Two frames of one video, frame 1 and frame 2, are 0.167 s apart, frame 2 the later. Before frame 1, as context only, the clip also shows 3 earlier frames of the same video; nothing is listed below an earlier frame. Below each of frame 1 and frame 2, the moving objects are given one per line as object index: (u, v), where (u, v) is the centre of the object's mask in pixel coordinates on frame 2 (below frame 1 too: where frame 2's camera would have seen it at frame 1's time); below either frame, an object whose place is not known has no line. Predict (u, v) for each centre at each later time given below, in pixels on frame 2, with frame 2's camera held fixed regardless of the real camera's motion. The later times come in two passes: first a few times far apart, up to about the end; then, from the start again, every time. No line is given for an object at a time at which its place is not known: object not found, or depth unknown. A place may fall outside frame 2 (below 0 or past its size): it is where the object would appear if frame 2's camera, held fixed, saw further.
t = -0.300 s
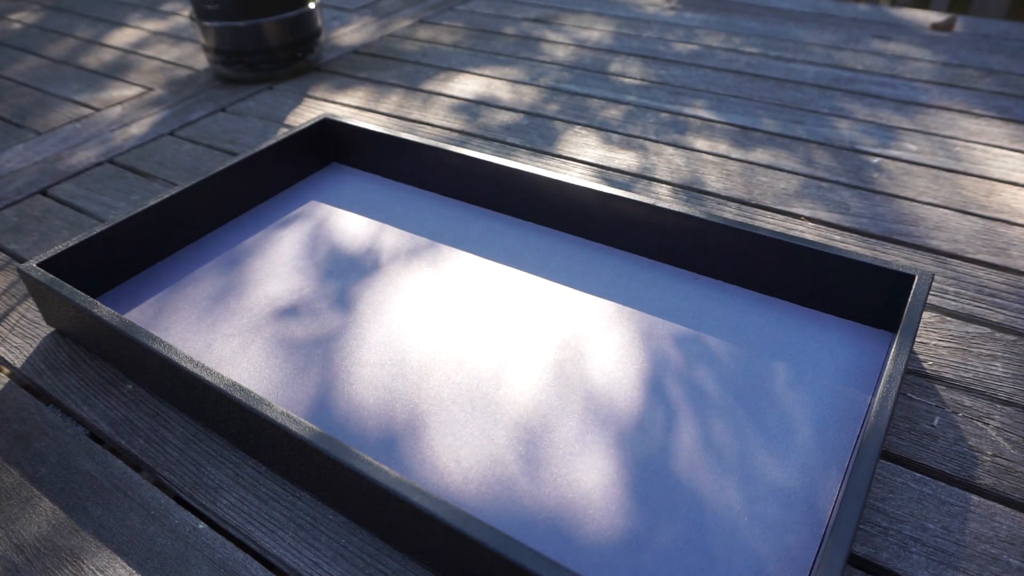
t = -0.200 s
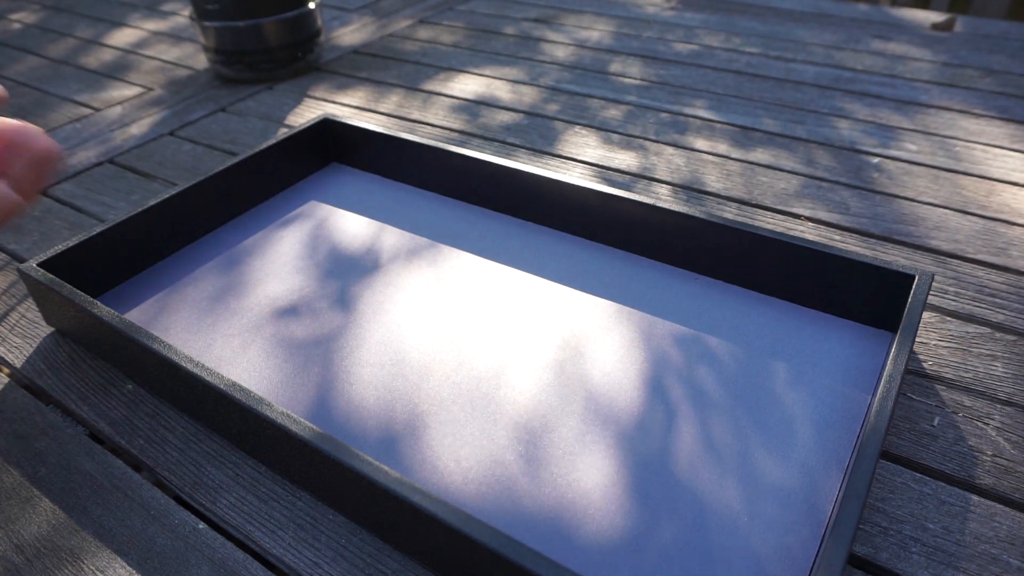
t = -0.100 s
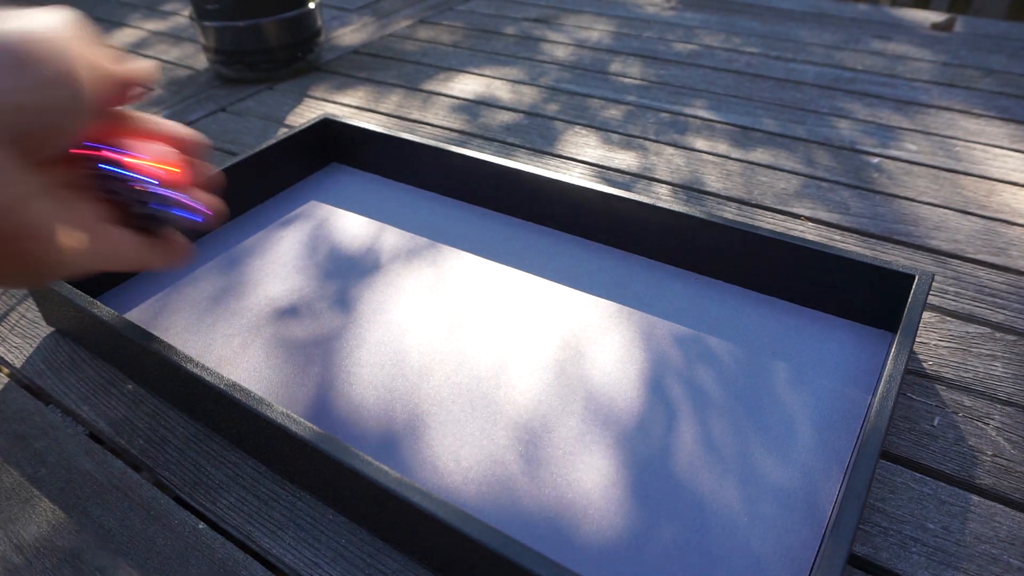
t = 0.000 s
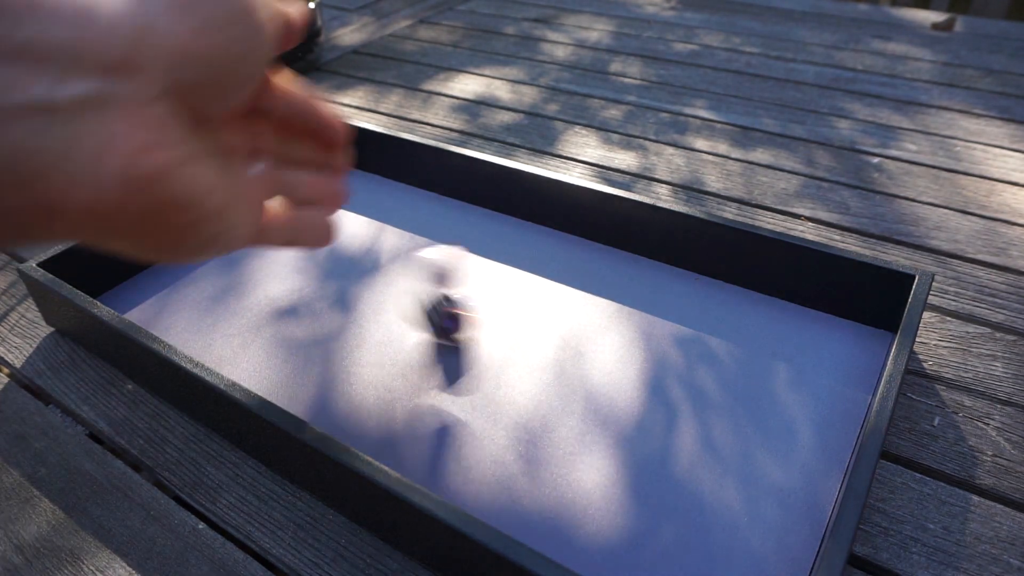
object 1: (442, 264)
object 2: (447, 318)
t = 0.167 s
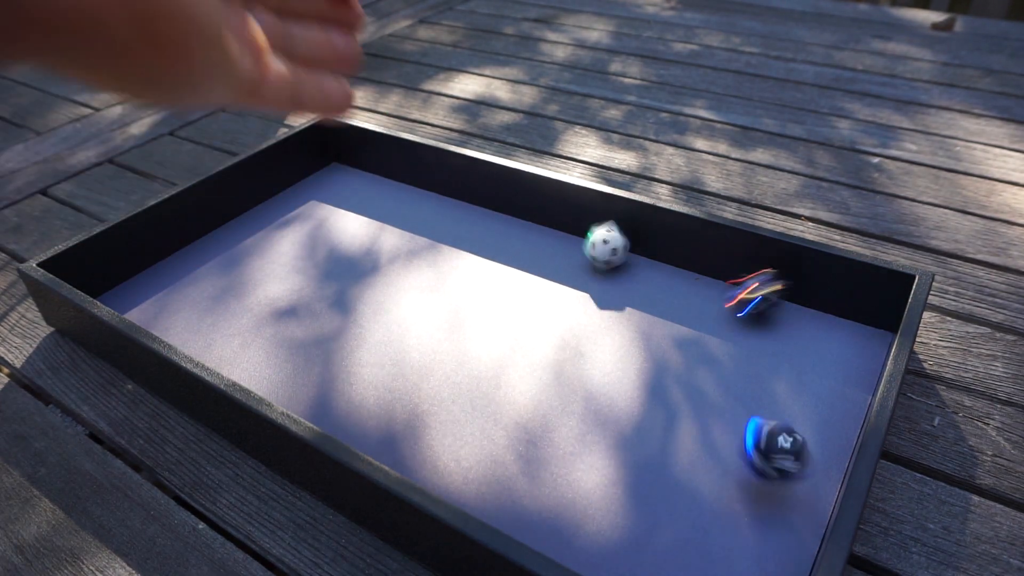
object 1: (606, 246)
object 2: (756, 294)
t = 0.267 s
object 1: (611, 259)
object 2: (853, 325)
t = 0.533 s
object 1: (590, 269)
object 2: (755, 288)
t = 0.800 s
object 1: (591, 269)
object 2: (756, 289)
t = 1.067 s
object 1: (591, 267)
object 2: (757, 288)
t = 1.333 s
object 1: (591, 267)
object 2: (756, 289)
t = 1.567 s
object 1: (590, 267)
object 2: (757, 289)
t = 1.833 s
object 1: (591, 268)
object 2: (757, 289)
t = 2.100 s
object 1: (591, 267)
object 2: (757, 289)
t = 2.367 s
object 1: (590, 267)
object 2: (756, 289)
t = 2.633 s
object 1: (590, 268)
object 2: (756, 289)
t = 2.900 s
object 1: (590, 267)
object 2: (757, 289)
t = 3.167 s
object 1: (590, 267)
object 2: (757, 289)
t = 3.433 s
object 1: (590, 267)
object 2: (757, 289)
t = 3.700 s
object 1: (590, 267)
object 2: (757, 289)
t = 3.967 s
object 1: (590, 267)
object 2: (757, 289)
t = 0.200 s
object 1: (611, 250)
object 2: (808, 284)
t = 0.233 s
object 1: (612, 254)
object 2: (847, 303)
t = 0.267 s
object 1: (611, 259)
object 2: (853, 325)
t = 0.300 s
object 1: (606, 265)
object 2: (830, 317)
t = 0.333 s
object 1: (601, 268)
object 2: (808, 308)
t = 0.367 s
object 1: (596, 270)
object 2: (792, 300)
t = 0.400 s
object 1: (594, 272)
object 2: (781, 293)
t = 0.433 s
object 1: (591, 273)
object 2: (770, 292)
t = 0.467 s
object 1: (590, 271)
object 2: (761, 290)
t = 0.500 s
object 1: (589, 269)
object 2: (756, 288)
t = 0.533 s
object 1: (590, 269)
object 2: (755, 288)
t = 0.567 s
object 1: (592, 269)
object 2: (757, 289)
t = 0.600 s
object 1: (591, 269)
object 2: (758, 288)
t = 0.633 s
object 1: (591, 269)
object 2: (758, 288)
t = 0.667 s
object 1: (591, 269)
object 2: (756, 289)
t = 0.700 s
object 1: (591, 269)
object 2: (756, 289)
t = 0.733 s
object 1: (591, 269)
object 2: (757, 288)
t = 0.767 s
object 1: (591, 269)
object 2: (757, 288)
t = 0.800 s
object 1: (591, 269)
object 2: (756, 289)
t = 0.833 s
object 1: (589, 268)
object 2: (757, 288)
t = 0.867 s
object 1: (590, 267)
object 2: (757, 288)
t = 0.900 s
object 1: (591, 267)
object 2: (757, 288)
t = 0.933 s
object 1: (591, 267)
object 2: (757, 288)
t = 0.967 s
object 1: (590, 267)
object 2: (757, 288)
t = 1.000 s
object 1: (591, 267)
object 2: (757, 288)
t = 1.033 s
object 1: (590, 267)
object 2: (757, 288)
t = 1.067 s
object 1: (591, 267)
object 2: (757, 288)
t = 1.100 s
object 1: (590, 267)
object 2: (757, 288)
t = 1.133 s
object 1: (590, 267)
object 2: (757, 289)
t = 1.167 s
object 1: (591, 267)
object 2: (757, 289)
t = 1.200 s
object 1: (590, 267)
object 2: (756, 289)
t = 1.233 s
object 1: (591, 267)
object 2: (756, 289)
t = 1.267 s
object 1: (590, 267)
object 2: (757, 289)
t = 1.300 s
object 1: (590, 267)
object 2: (757, 289)
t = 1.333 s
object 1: (591, 267)
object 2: (756, 289)
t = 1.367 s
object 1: (591, 267)
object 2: (757, 289)
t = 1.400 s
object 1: (590, 267)
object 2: (757, 289)
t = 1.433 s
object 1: (590, 267)
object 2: (757, 289)
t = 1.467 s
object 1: (590, 268)
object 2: (757, 289)
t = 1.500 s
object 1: (590, 267)
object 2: (757, 289)
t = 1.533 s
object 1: (590, 267)
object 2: (757, 289)
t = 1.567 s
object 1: (590, 267)
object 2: (757, 289)
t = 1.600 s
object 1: (590, 267)
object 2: (757, 289)
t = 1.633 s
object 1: (590, 267)
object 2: (757, 289)
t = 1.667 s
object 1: (590, 267)
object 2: (757, 289)
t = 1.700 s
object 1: (590, 267)
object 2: (758, 288)
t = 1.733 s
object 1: (590, 267)
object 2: (757, 289)
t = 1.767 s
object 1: (590, 267)
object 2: (757, 289)
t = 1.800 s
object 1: (590, 268)
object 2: (757, 289)
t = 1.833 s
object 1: (591, 268)
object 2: (757, 289)
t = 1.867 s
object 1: (590, 267)
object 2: (757, 289)
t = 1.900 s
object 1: (591, 268)
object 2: (757, 289)
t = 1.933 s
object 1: (591, 267)
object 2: (757, 289)
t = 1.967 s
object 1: (591, 268)
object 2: (757, 289)
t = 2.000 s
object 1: (591, 268)
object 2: (758, 288)
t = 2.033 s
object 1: (591, 267)
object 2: (757, 289)
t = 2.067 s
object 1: (591, 267)
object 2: (757, 289)
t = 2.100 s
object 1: (591, 267)
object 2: (757, 289)
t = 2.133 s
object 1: (591, 267)
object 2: (757, 289)
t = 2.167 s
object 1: (591, 267)
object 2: (757, 288)
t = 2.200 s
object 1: (590, 267)
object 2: (757, 289)
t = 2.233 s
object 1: (590, 267)
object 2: (757, 289)
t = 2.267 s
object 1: (590, 267)
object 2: (757, 288)
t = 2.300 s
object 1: (590, 267)
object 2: (757, 289)
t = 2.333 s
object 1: (590, 267)
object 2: (756, 289)
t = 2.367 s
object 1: (590, 267)
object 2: (756, 289)
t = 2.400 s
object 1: (590, 267)
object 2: (757, 289)
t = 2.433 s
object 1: (590, 267)
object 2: (756, 289)
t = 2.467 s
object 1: (590, 268)
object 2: (757, 289)
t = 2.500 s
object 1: (590, 268)
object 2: (756, 289)
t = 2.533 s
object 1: (590, 268)
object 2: (757, 289)
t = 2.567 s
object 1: (590, 268)
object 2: (756, 289)
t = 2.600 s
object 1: (590, 268)
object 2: (756, 289)
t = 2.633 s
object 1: (590, 268)
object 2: (756, 289)
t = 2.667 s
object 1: (590, 268)
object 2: (756, 289)
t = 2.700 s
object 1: (590, 267)
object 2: (757, 288)
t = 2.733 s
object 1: (590, 267)
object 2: (757, 289)
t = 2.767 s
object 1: (590, 267)
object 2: (757, 288)
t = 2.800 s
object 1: (590, 267)
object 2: (757, 289)
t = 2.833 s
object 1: (590, 267)
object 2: (757, 289)
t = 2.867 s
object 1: (590, 267)
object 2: (757, 289)
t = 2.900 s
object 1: (590, 267)
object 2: (757, 289)
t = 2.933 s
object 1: (590, 267)
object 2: (757, 289)
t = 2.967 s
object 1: (591, 267)
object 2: (757, 288)
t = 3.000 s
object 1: (590, 267)
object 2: (757, 289)
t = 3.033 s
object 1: (591, 267)
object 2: (757, 289)
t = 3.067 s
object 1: (591, 267)
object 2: (757, 289)
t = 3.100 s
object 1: (591, 267)
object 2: (757, 289)
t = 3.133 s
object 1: (591, 267)
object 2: (757, 289)
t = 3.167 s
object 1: (590, 267)
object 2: (757, 289)
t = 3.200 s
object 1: (590, 267)
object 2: (757, 288)
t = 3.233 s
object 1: (590, 267)
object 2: (757, 289)
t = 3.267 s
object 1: (590, 267)
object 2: (756, 289)
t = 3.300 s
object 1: (590, 267)
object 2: (756, 289)
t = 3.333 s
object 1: (590, 267)
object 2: (757, 289)
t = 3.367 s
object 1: (590, 267)
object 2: (757, 289)
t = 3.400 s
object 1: (590, 267)
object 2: (757, 289)
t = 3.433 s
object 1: (590, 267)
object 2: (757, 289)
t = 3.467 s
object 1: (590, 267)
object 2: (756, 289)
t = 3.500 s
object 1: (590, 267)
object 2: (757, 289)
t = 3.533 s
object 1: (590, 267)
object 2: (757, 289)
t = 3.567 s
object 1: (590, 267)
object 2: (757, 289)
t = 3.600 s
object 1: (590, 267)
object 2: (757, 289)
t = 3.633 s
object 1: (590, 267)
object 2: (757, 289)
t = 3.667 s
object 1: (590, 267)
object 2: (757, 289)
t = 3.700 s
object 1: (590, 267)
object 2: (757, 289)
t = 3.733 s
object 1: (590, 267)
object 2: (757, 288)
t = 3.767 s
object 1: (590, 267)
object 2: (757, 288)
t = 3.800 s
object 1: (590, 267)
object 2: (757, 288)
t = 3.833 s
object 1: (590, 267)
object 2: (757, 288)
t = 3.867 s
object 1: (590, 267)
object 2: (757, 289)
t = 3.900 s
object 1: (590, 267)
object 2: (757, 289)
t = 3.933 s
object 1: (590, 267)
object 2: (757, 289)
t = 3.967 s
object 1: (590, 267)
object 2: (757, 289)
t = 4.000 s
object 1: (590, 267)
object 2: (757, 289)
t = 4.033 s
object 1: (590, 267)
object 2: (757, 289)
